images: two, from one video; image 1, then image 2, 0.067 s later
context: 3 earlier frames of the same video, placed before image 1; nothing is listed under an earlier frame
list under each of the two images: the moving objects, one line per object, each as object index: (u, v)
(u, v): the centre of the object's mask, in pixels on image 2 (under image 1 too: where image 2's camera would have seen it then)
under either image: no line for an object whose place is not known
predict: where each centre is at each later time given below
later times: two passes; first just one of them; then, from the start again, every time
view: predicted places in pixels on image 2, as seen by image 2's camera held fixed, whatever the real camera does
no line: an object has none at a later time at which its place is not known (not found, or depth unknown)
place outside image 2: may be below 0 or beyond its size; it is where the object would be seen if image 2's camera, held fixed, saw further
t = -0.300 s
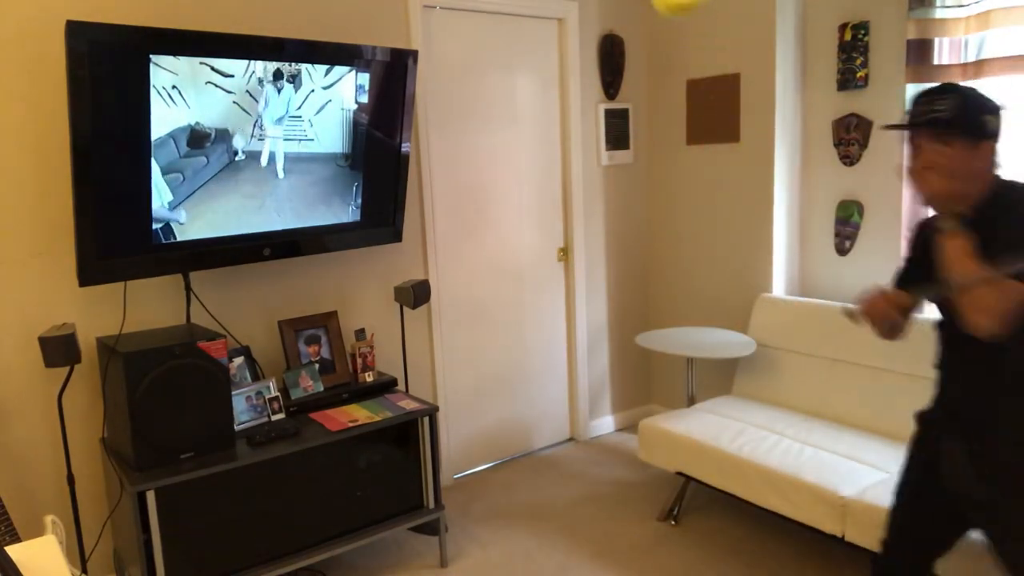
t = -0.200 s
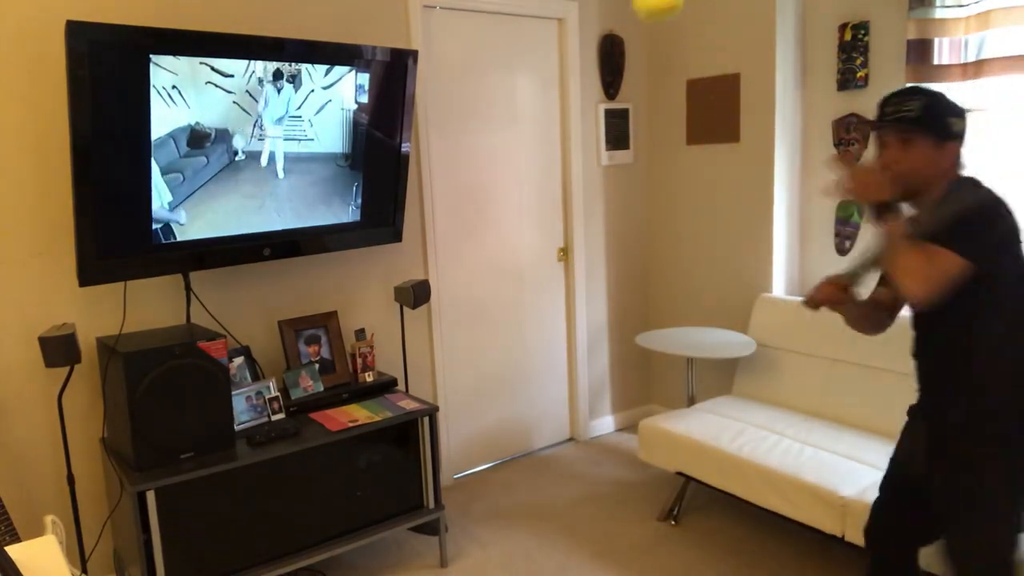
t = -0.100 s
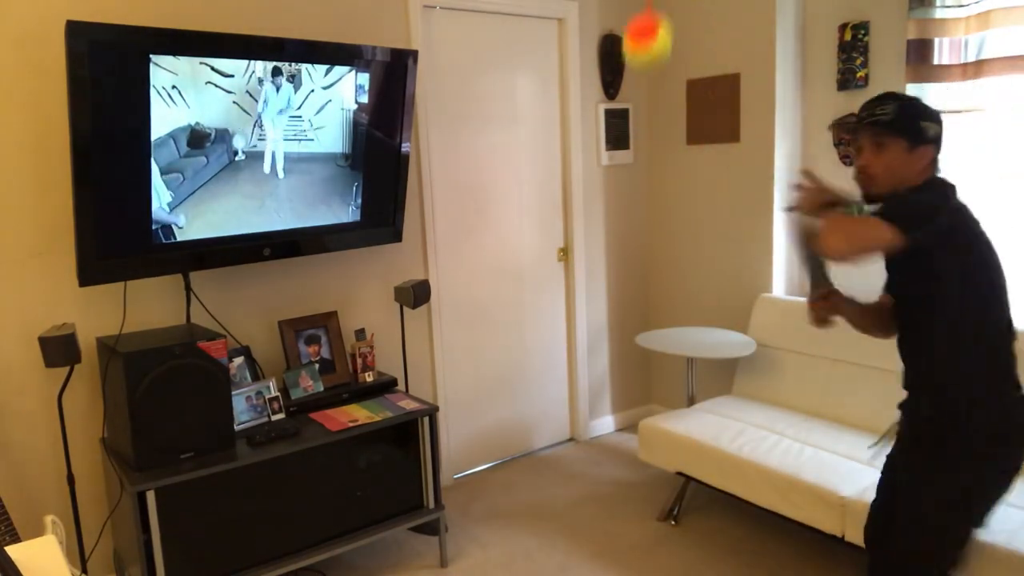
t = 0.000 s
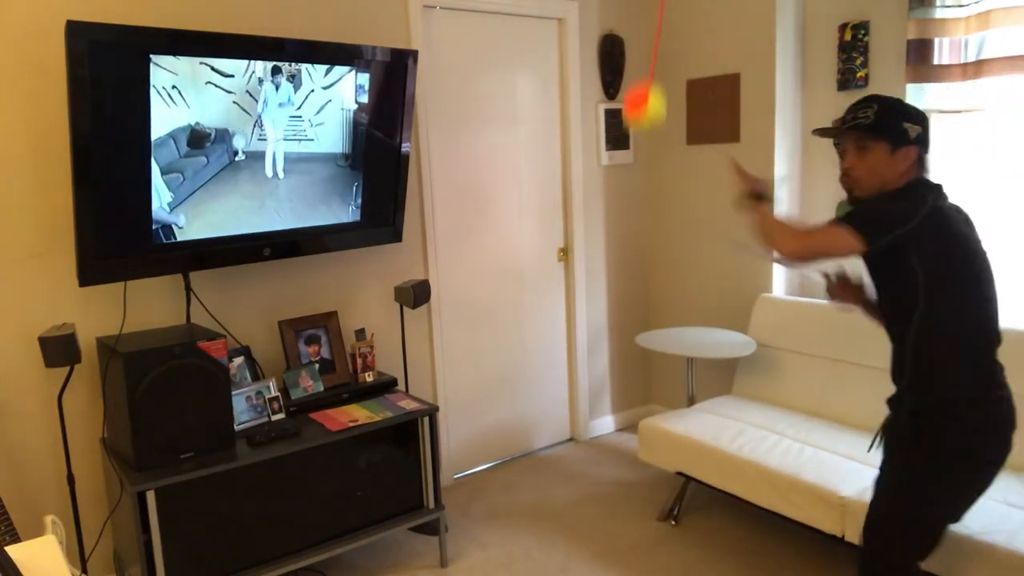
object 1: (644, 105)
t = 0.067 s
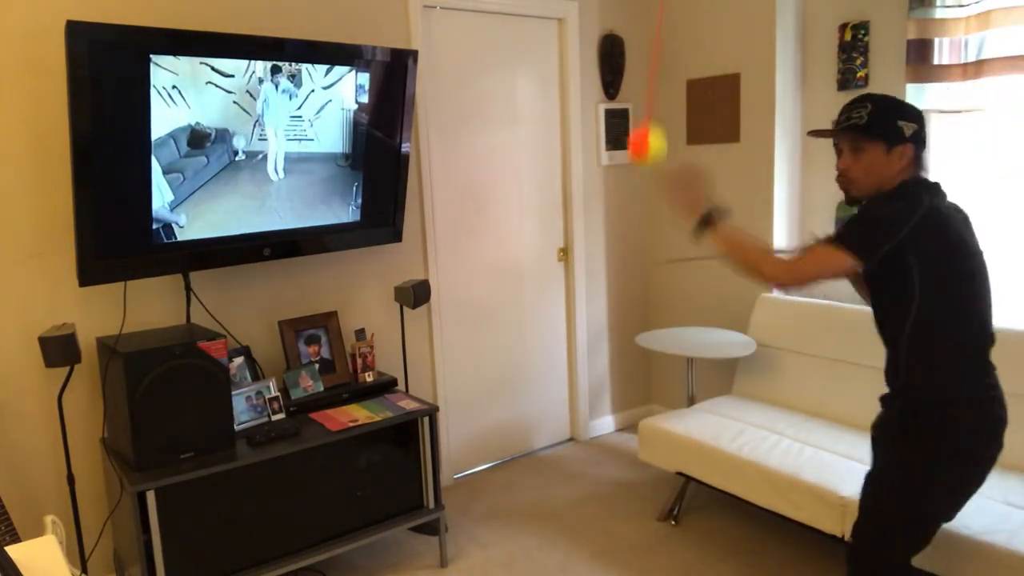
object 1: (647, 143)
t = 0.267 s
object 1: (671, 179)
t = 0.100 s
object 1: (650, 160)
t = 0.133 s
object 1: (653, 172)
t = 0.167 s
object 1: (657, 179)
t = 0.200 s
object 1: (660, 183)
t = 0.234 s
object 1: (665, 183)
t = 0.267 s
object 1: (671, 179)
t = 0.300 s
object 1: (675, 173)
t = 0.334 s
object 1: (680, 164)
